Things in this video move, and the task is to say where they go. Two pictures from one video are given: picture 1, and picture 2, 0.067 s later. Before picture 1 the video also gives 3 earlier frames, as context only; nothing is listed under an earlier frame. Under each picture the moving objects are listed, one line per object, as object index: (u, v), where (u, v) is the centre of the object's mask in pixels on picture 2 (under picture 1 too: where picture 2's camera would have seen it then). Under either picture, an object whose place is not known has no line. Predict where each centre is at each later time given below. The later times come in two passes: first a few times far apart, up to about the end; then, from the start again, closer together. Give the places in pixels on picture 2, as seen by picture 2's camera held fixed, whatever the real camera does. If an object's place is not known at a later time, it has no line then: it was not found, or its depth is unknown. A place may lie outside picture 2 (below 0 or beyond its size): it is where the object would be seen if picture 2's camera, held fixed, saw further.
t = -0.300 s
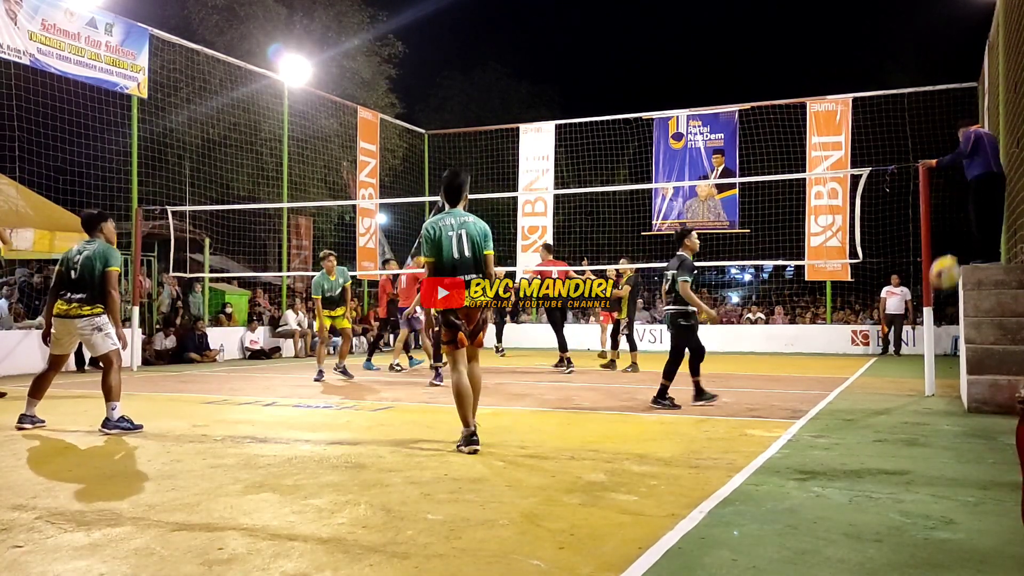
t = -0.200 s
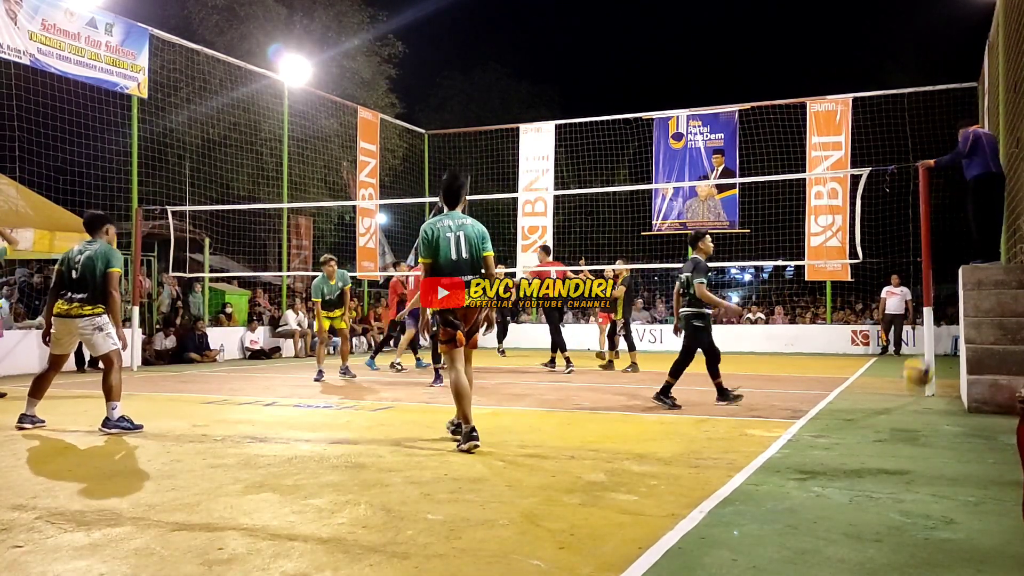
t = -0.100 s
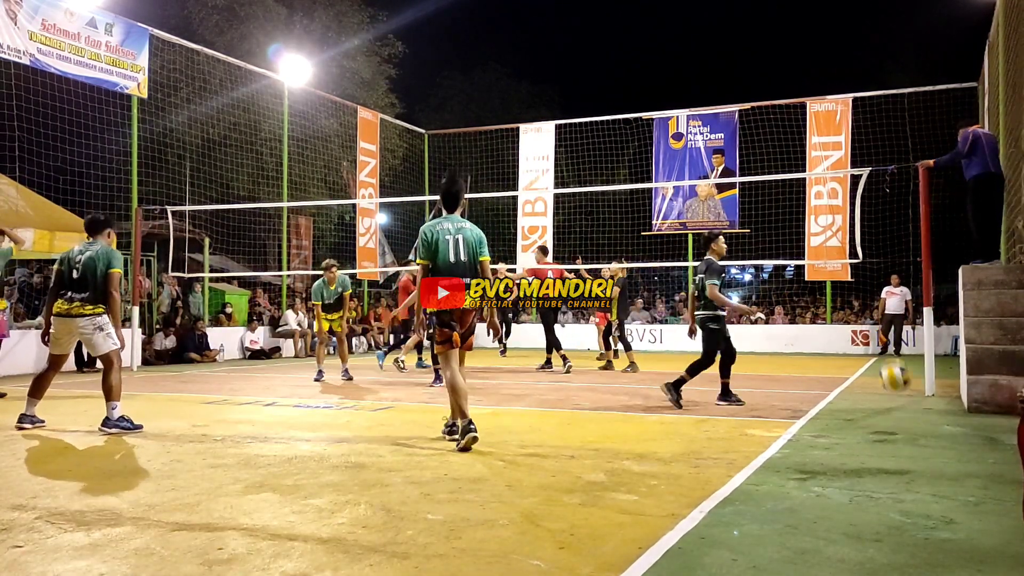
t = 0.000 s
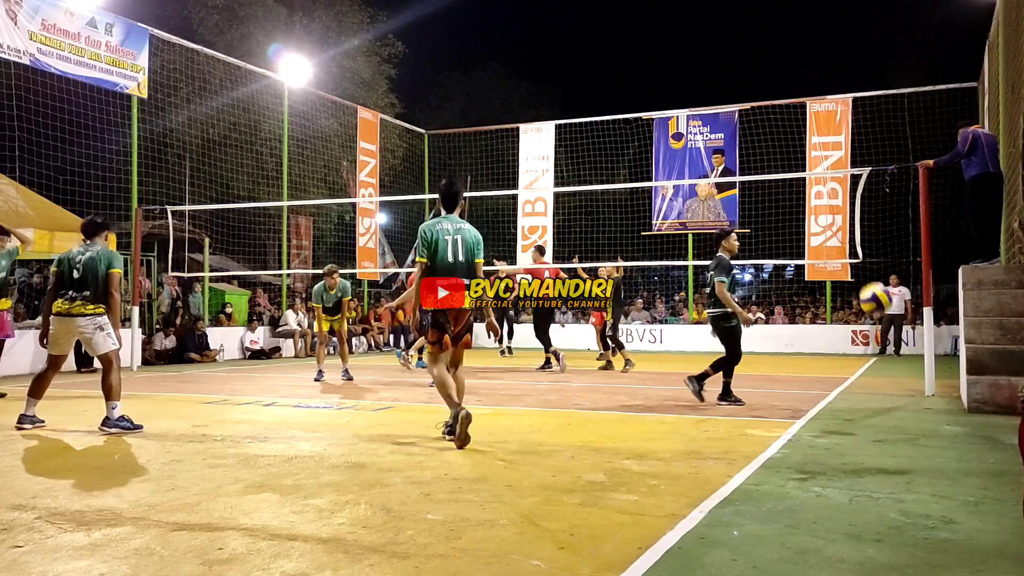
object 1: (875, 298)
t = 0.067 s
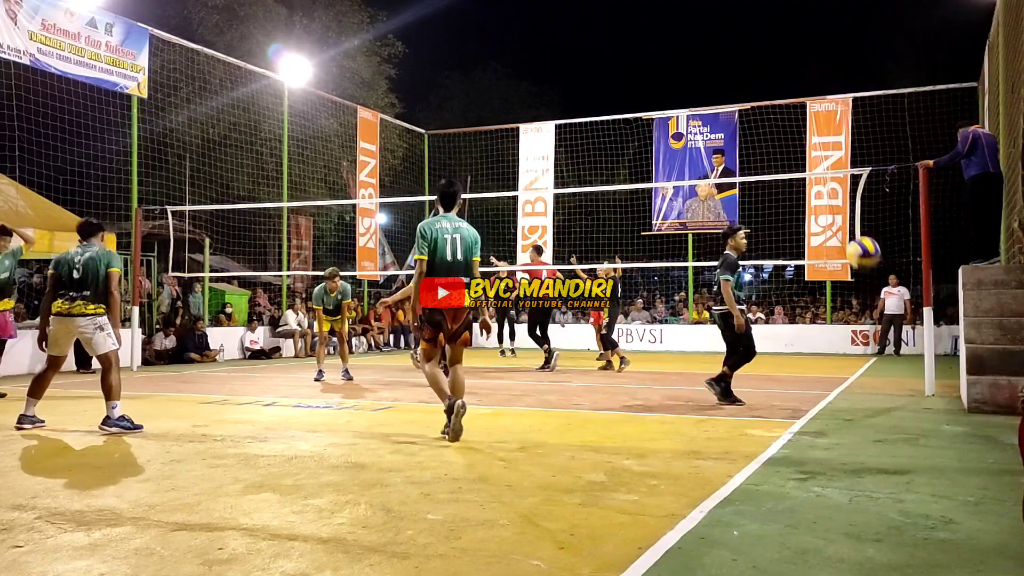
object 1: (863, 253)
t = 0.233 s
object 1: (830, 162)
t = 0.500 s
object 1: (770, 88)
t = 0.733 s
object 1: (710, 115)
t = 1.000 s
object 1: (631, 281)
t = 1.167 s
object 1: (576, 477)
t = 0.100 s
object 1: (857, 233)
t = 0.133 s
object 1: (851, 212)
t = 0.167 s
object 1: (843, 194)
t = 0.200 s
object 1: (837, 176)
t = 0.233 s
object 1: (830, 162)
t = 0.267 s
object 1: (823, 147)
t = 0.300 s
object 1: (815, 134)
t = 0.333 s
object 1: (807, 123)
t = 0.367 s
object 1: (800, 114)
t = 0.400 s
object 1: (793, 105)
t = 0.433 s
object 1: (786, 98)
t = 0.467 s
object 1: (778, 92)
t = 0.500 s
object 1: (770, 88)
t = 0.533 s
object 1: (762, 86)
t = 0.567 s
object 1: (753, 87)
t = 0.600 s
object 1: (745, 88)
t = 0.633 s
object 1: (736, 92)
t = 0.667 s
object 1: (728, 97)
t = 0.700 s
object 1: (719, 106)
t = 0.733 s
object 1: (710, 115)
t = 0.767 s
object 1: (701, 126)
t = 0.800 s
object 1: (690, 142)
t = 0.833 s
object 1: (681, 157)
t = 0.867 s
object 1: (671, 177)
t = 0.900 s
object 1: (660, 201)
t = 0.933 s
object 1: (650, 225)
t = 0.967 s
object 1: (640, 252)
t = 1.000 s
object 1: (631, 281)
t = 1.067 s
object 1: (610, 349)
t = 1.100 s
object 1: (599, 388)
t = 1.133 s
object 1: (587, 432)
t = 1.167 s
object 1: (576, 477)
